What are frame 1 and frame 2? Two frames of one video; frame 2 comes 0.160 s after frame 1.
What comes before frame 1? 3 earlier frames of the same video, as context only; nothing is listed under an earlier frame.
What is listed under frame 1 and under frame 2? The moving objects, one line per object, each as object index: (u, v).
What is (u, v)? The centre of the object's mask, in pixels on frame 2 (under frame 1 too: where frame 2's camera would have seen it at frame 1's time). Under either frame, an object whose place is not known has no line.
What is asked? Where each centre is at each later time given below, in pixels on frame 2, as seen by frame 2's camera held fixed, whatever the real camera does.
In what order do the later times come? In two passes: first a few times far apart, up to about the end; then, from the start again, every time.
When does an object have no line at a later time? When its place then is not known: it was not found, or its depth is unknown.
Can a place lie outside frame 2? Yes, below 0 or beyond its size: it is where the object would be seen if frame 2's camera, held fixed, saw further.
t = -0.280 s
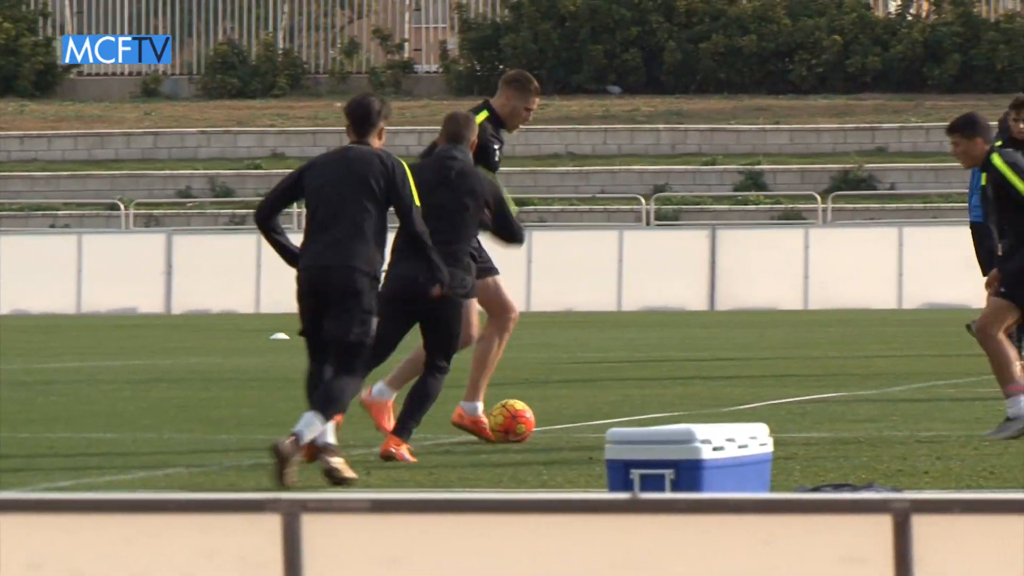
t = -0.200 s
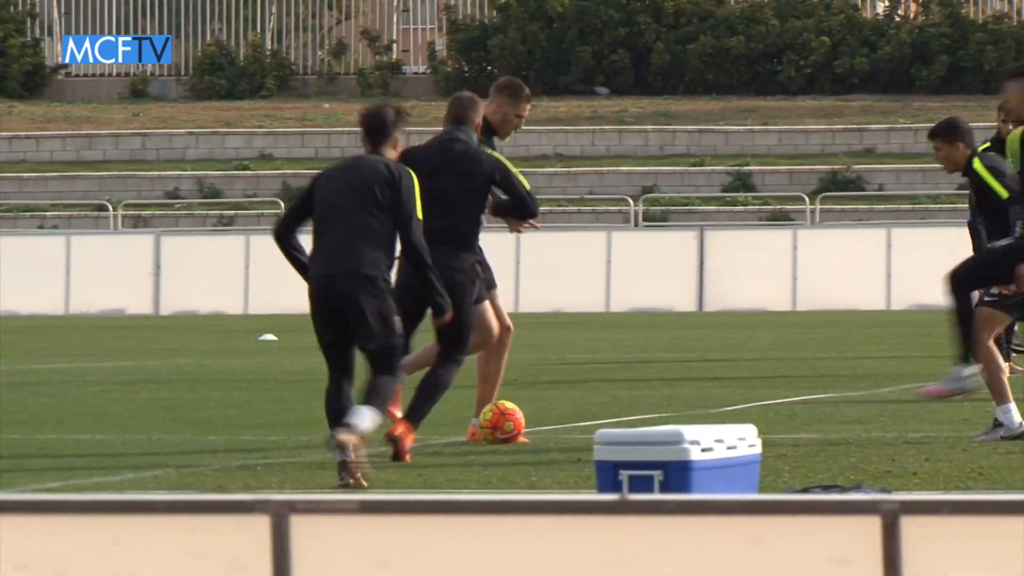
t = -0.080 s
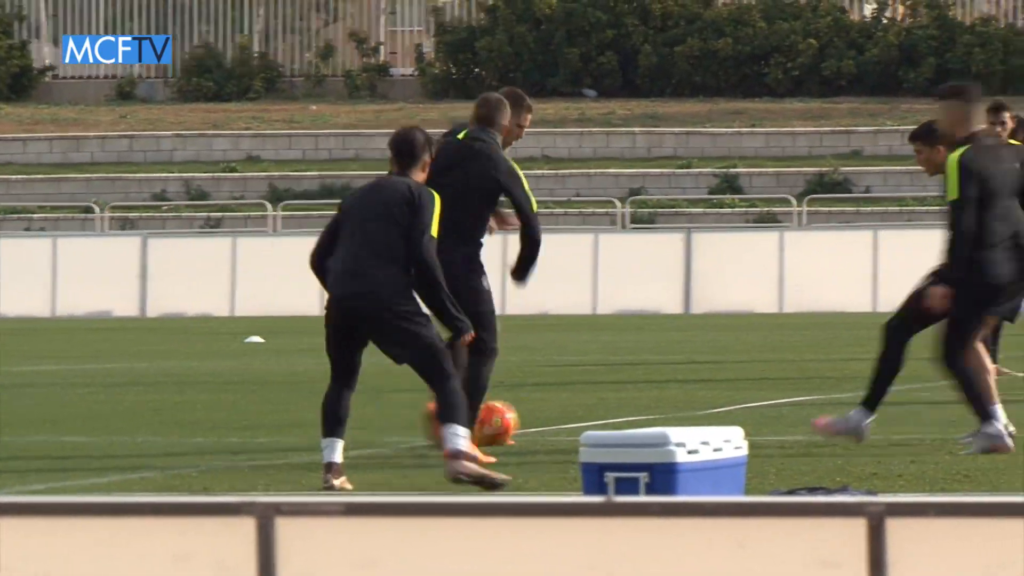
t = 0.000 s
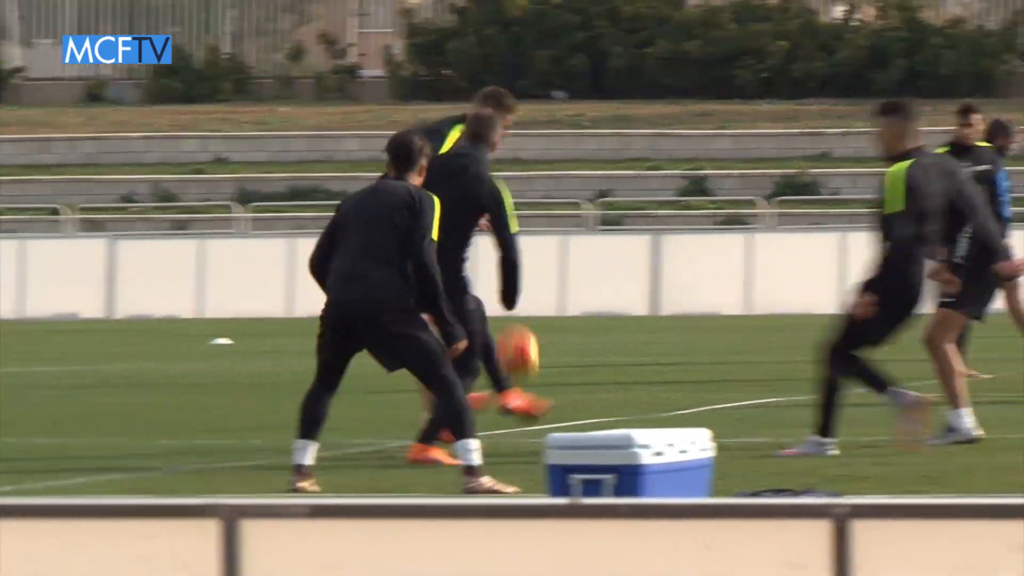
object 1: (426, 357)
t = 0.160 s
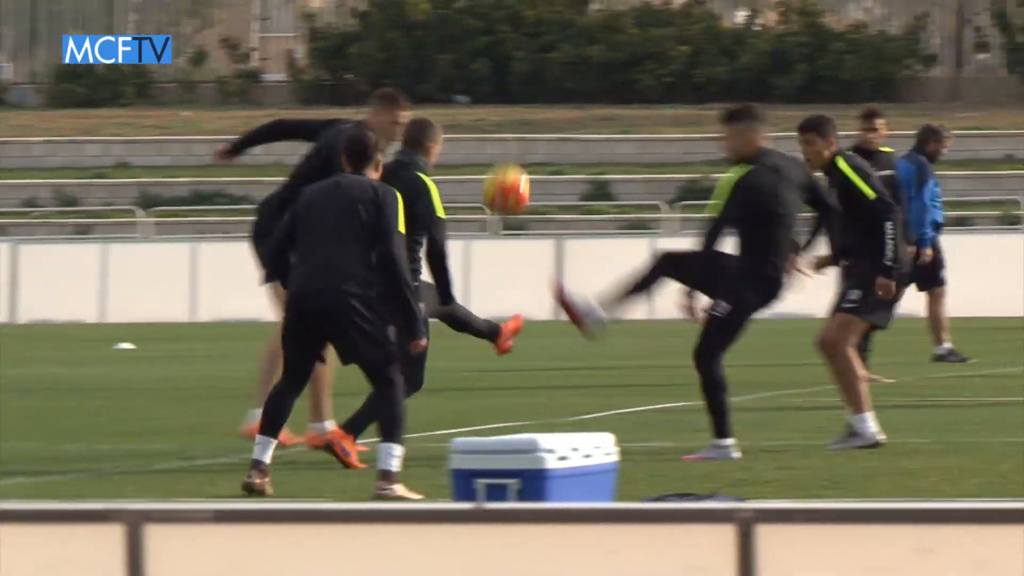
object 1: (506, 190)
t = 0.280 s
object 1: (573, 92)
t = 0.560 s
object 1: (751, -15)
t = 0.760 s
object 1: (895, -8)
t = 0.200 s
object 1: (529, 153)
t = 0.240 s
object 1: (550, 121)
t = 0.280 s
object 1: (573, 92)
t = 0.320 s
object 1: (597, 67)
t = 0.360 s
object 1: (620, 44)
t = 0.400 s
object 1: (645, 24)
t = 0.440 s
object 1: (670, 6)
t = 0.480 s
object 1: (698, -2)
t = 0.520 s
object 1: (724, -10)
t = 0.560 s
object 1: (751, -15)
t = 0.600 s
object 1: (780, -18)
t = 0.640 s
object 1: (808, -21)
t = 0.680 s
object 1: (837, -23)
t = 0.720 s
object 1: (866, -22)
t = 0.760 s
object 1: (895, -8)
